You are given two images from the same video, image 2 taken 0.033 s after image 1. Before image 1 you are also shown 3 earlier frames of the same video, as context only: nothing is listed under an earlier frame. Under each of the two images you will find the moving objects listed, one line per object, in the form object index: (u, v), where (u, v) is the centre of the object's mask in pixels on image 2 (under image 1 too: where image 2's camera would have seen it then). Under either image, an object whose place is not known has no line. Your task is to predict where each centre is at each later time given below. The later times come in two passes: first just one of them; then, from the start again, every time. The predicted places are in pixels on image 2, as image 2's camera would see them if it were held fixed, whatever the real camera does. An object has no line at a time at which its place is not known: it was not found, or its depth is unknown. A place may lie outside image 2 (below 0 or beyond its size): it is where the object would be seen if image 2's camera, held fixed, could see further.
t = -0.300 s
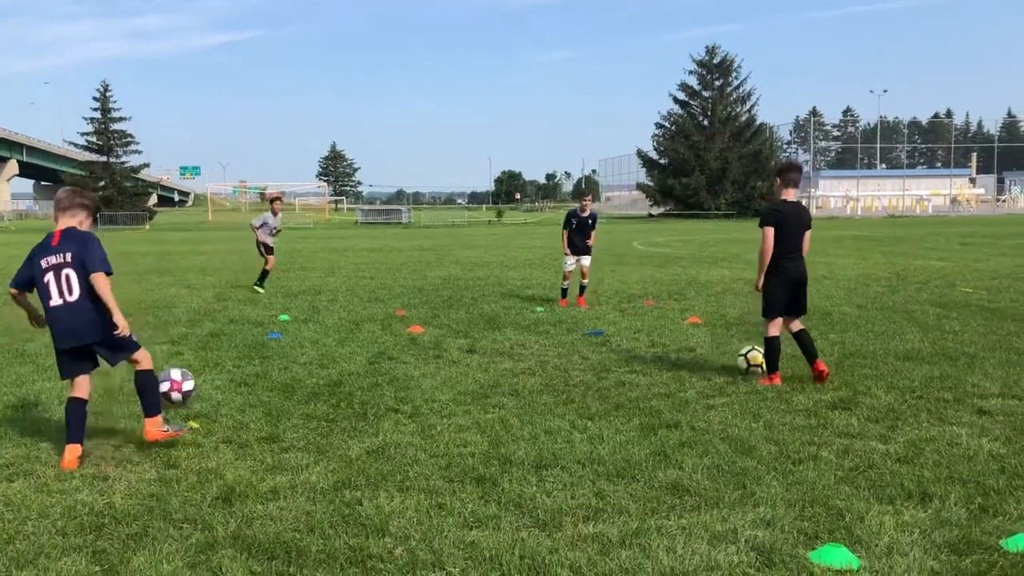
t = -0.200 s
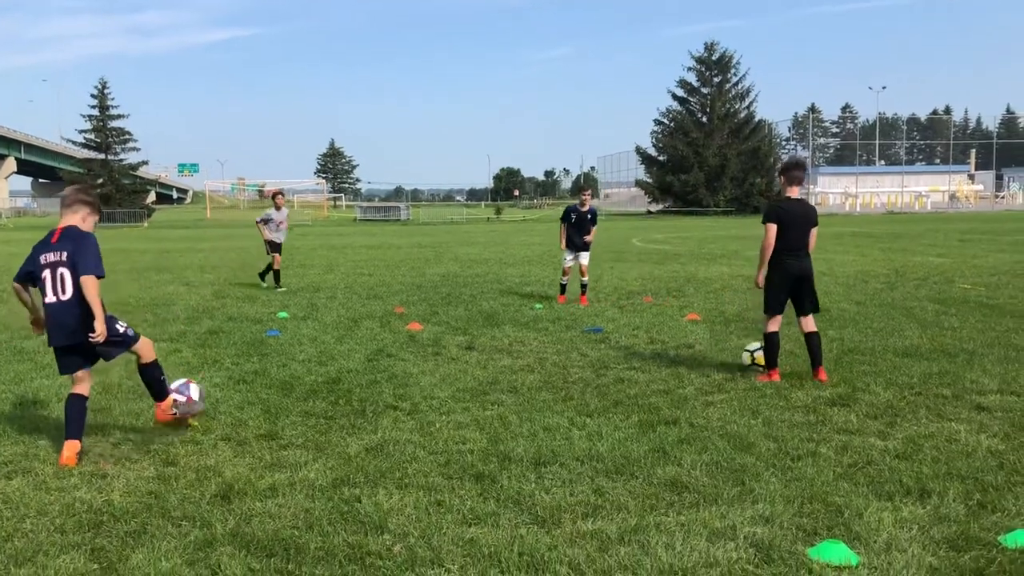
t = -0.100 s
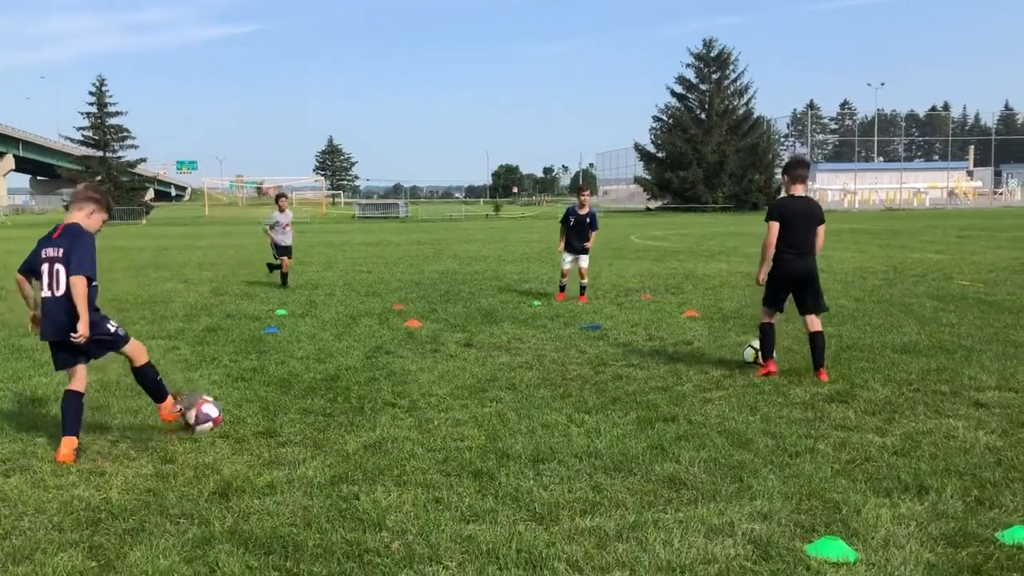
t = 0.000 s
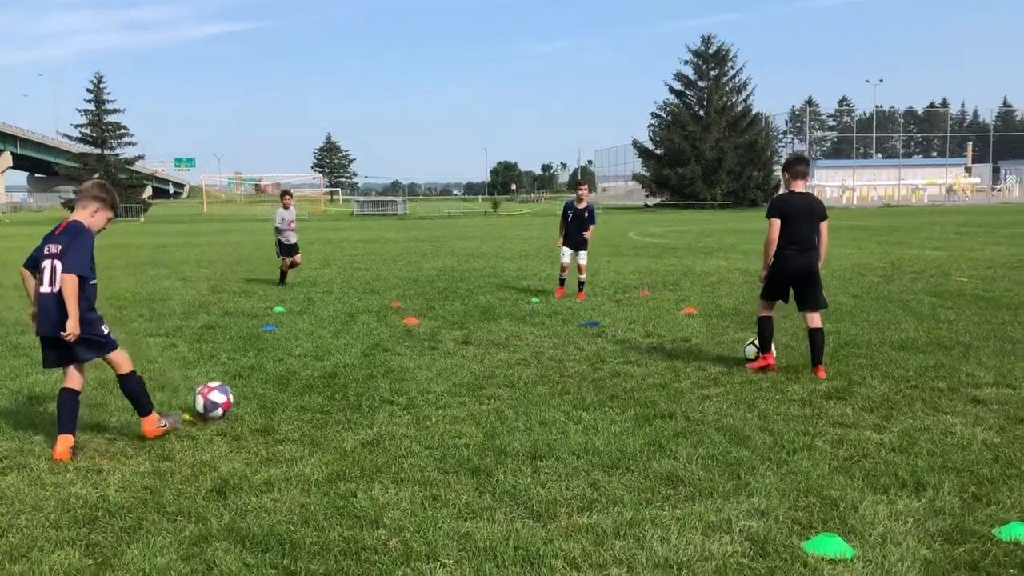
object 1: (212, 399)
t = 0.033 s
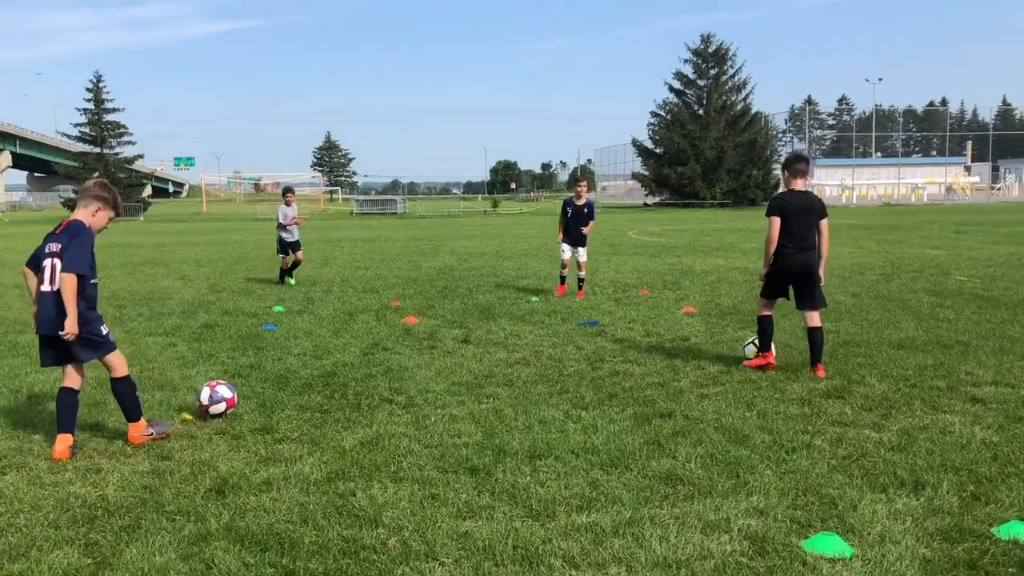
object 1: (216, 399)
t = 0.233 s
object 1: (241, 393)
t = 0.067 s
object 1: (221, 399)
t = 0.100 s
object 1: (225, 399)
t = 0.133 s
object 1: (230, 397)
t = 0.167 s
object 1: (233, 395)
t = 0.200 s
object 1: (237, 394)
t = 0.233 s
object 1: (241, 393)
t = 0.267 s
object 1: (245, 392)
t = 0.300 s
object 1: (247, 392)
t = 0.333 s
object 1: (250, 389)
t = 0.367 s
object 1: (254, 388)
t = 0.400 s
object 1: (256, 387)
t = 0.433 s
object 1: (259, 387)
